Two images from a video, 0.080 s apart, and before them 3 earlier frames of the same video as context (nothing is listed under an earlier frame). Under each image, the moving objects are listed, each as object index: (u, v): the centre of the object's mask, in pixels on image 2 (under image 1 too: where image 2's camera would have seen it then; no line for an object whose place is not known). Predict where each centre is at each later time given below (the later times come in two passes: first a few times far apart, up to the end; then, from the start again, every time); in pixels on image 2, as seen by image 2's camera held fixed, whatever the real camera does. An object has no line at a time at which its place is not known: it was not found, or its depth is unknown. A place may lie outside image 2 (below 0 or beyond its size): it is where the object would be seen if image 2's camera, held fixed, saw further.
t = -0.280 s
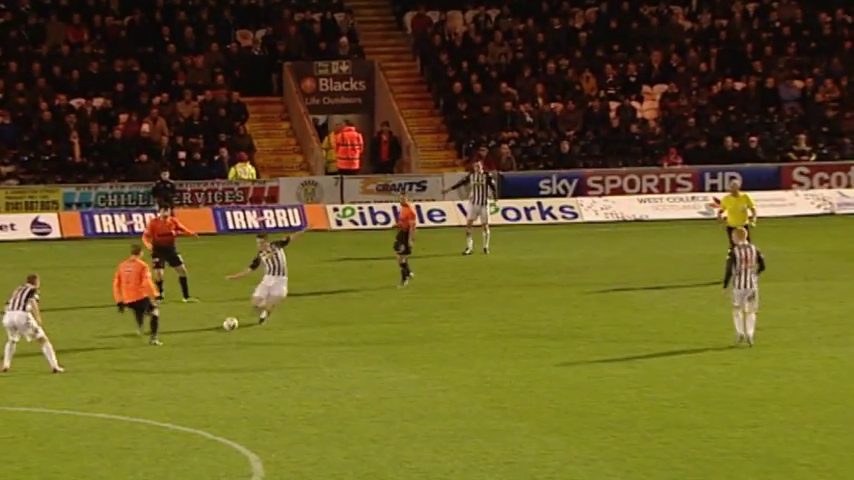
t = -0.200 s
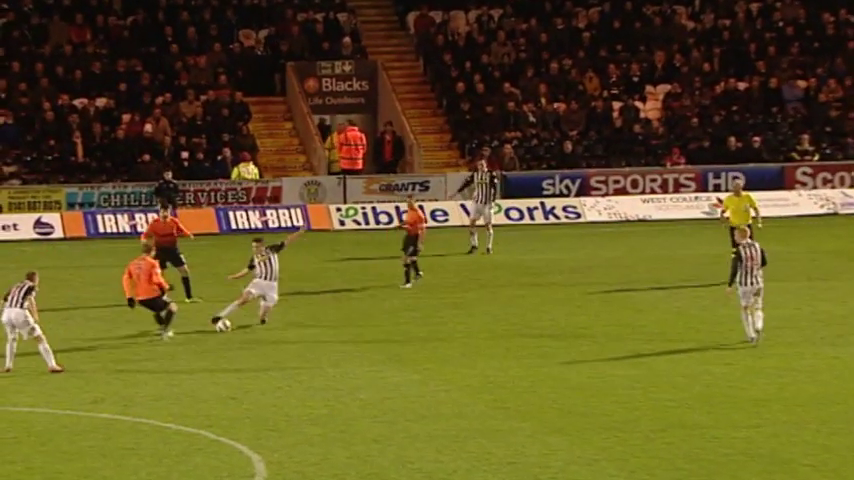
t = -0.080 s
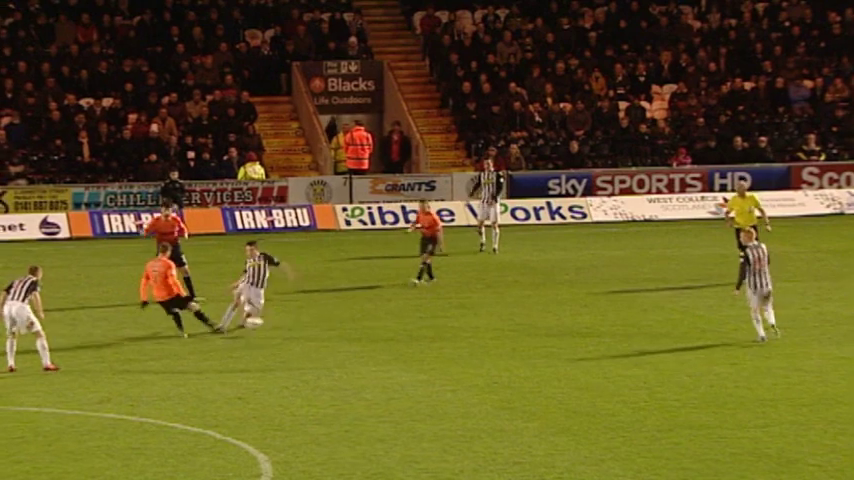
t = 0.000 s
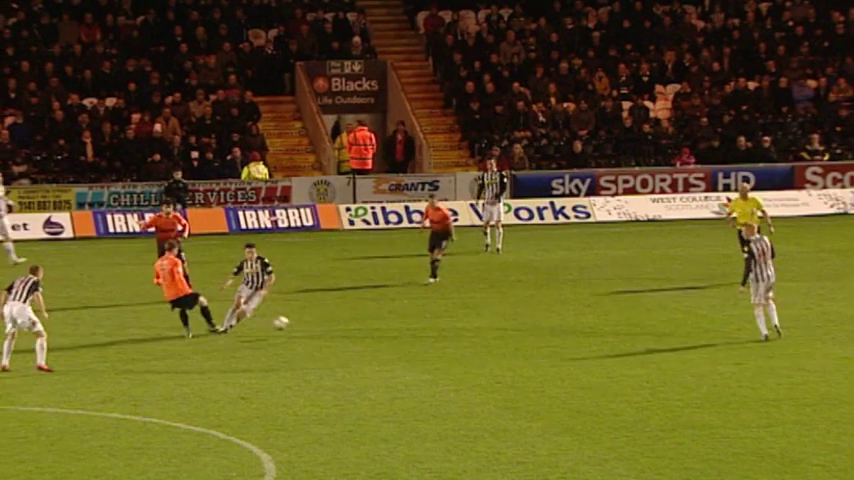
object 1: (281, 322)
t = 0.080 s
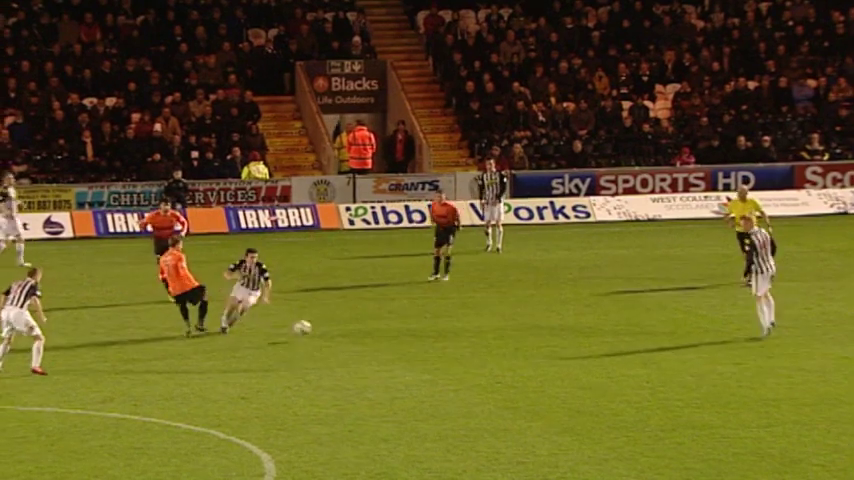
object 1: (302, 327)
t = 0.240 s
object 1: (346, 337)
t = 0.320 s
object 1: (365, 339)
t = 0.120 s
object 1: (314, 330)
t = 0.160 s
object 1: (325, 336)
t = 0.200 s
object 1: (336, 337)
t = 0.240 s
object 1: (346, 337)
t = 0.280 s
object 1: (355, 337)
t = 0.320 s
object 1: (365, 339)
